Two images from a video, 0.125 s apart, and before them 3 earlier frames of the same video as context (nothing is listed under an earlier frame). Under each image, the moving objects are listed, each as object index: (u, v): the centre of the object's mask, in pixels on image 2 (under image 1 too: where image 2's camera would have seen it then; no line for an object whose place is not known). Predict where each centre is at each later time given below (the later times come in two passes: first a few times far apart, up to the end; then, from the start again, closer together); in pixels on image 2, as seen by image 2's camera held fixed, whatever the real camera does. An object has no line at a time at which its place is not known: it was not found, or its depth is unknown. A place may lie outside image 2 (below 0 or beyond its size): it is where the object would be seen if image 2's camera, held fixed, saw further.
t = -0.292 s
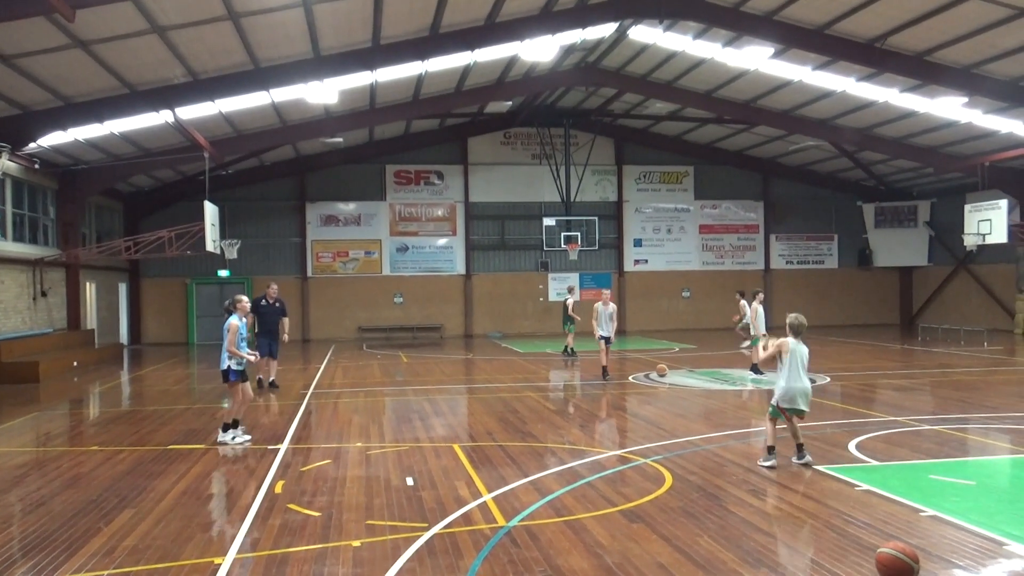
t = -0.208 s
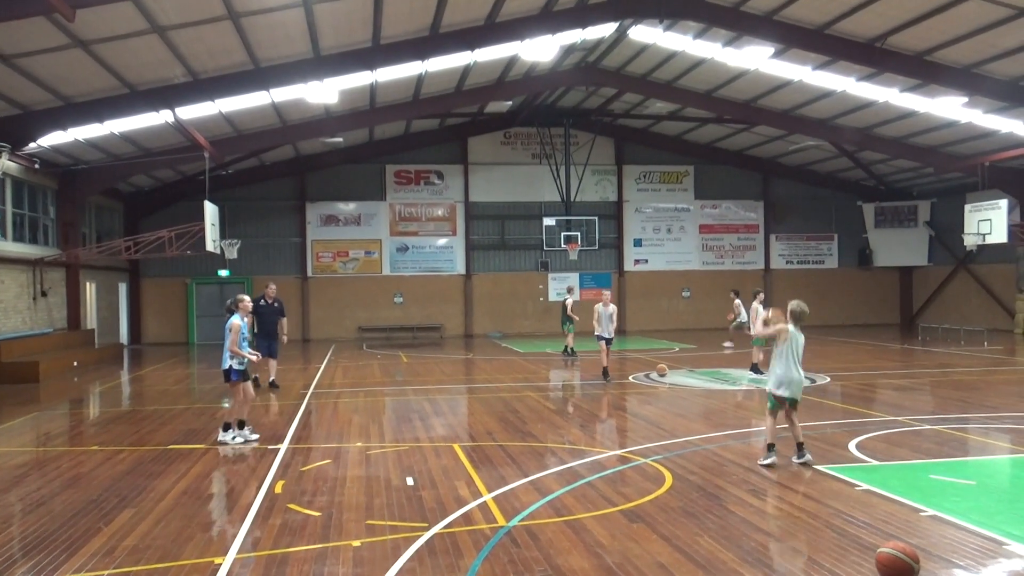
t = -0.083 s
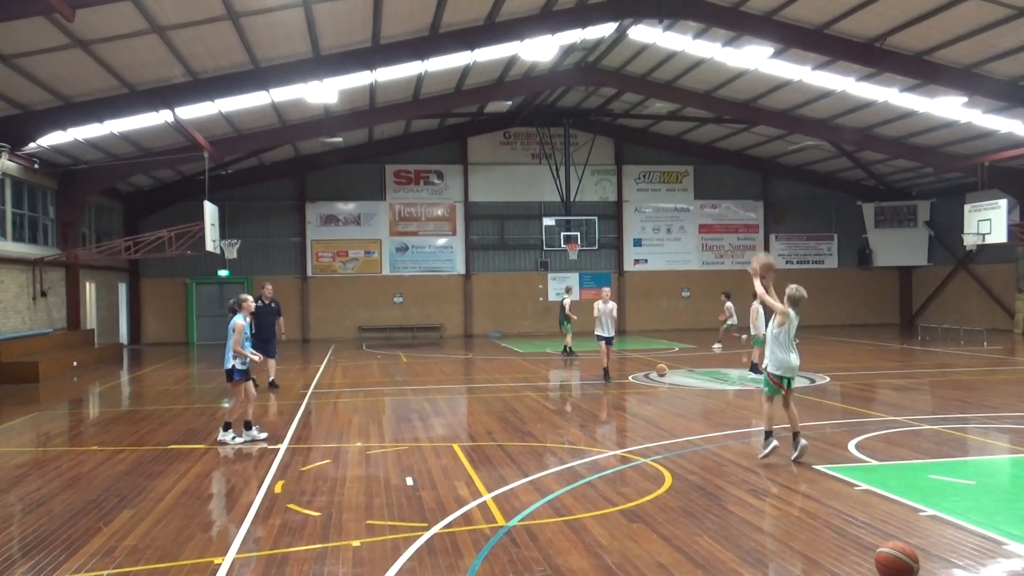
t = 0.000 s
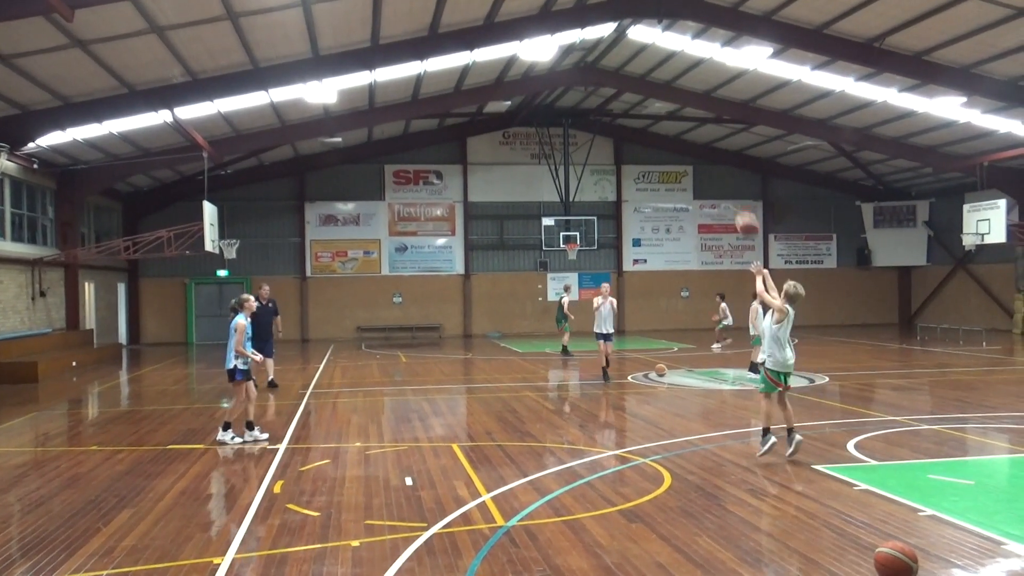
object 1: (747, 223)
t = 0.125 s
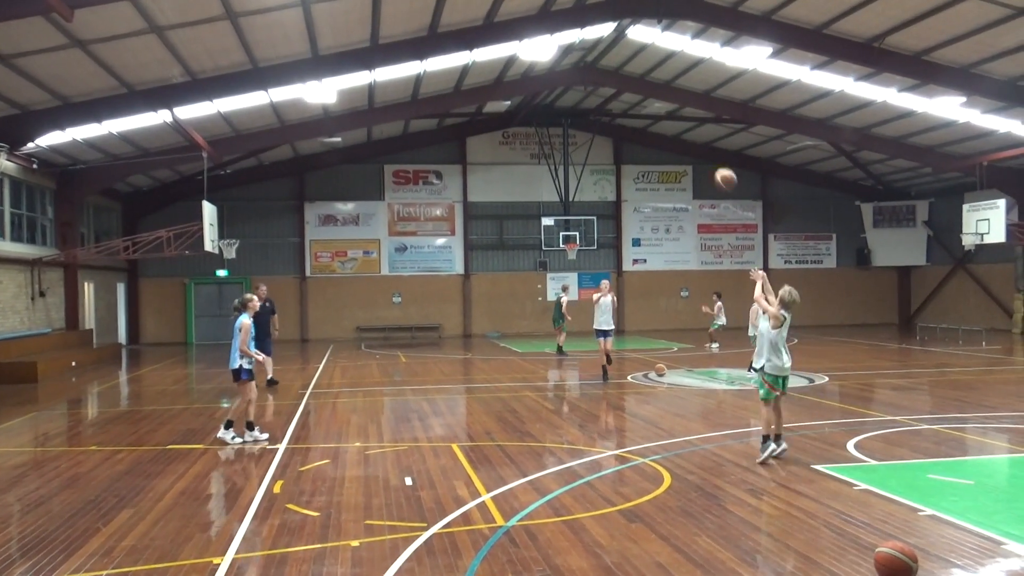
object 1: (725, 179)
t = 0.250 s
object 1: (706, 151)
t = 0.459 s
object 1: (679, 132)
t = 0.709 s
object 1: (653, 149)
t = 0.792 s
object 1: (646, 161)
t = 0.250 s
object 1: (706, 151)
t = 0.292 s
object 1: (701, 144)
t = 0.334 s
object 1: (695, 139)
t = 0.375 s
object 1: (690, 135)
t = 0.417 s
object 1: (684, 133)
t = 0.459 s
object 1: (679, 132)
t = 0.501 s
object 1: (674, 132)
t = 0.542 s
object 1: (670, 133)
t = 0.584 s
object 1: (665, 136)
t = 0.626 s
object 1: (661, 139)
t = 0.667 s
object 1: (657, 143)
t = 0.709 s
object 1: (653, 149)
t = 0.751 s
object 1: (650, 154)
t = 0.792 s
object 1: (646, 161)
